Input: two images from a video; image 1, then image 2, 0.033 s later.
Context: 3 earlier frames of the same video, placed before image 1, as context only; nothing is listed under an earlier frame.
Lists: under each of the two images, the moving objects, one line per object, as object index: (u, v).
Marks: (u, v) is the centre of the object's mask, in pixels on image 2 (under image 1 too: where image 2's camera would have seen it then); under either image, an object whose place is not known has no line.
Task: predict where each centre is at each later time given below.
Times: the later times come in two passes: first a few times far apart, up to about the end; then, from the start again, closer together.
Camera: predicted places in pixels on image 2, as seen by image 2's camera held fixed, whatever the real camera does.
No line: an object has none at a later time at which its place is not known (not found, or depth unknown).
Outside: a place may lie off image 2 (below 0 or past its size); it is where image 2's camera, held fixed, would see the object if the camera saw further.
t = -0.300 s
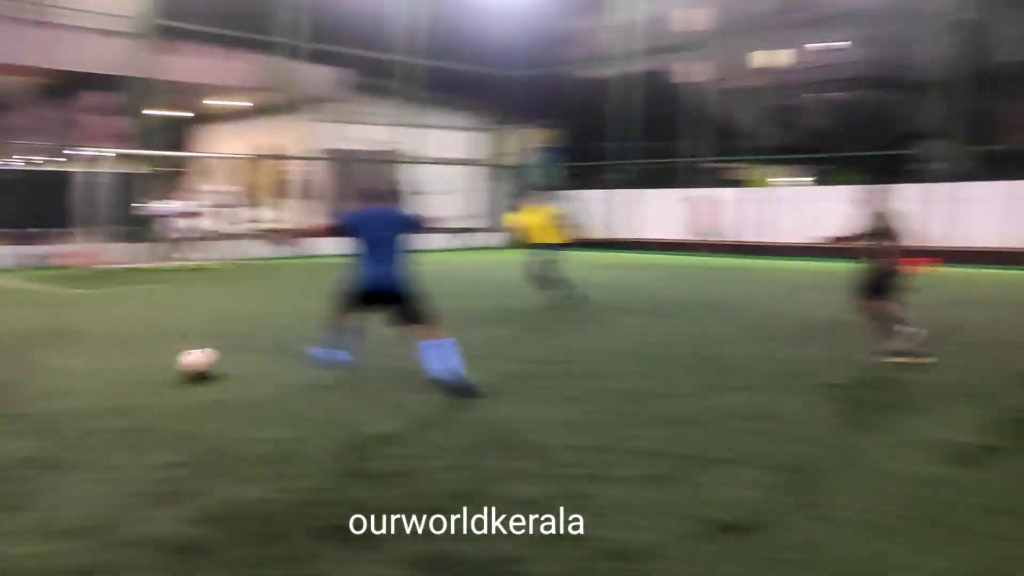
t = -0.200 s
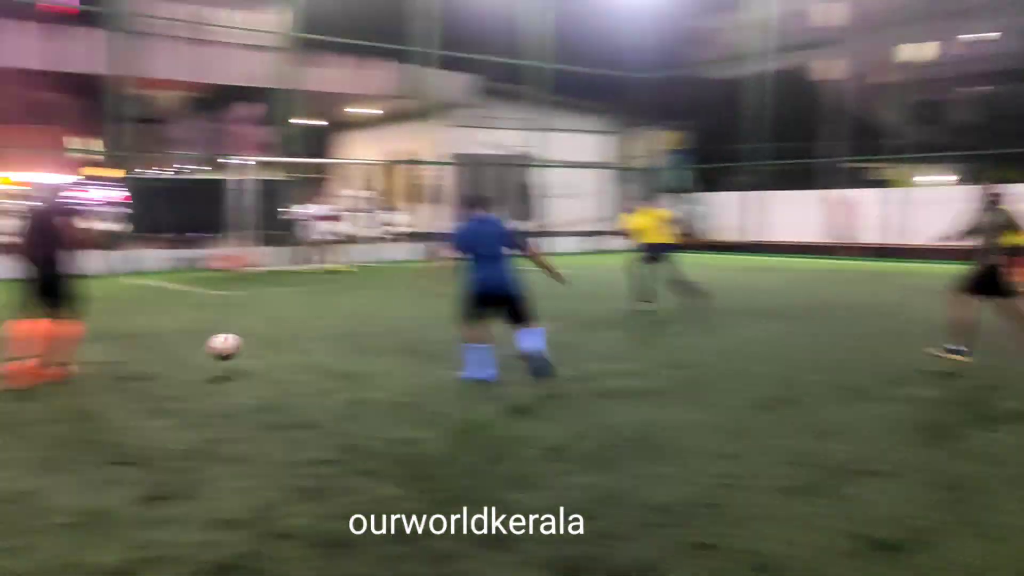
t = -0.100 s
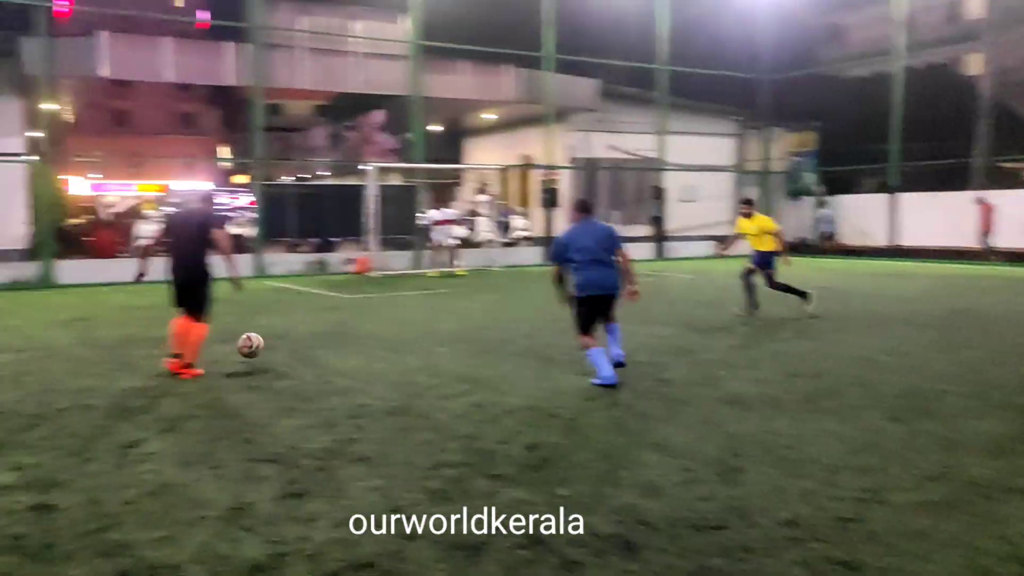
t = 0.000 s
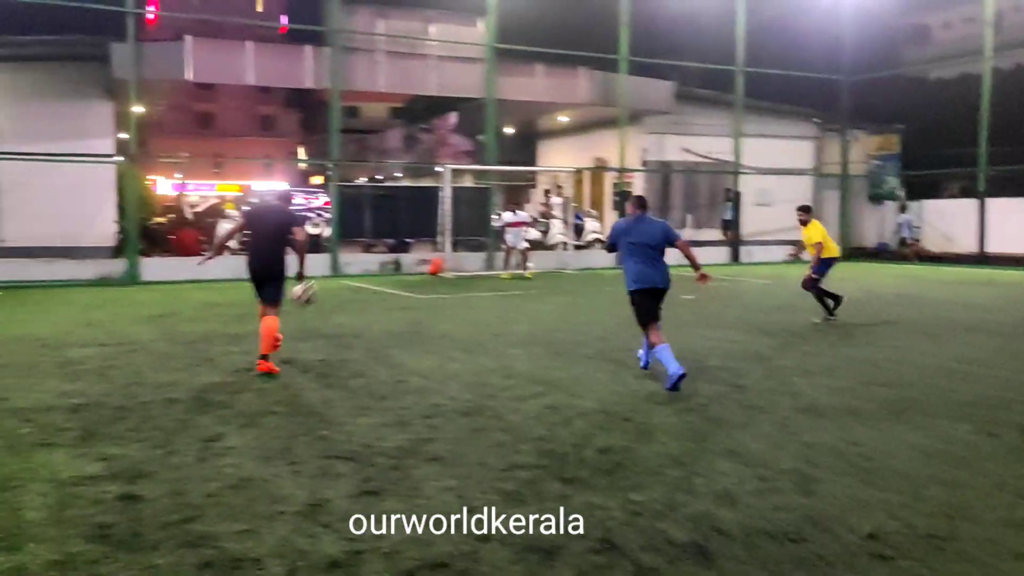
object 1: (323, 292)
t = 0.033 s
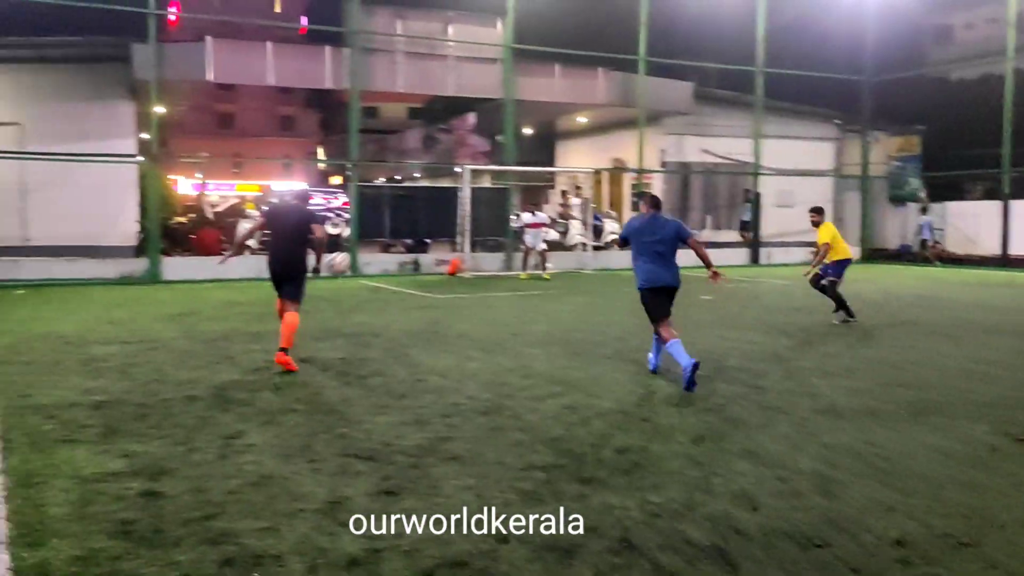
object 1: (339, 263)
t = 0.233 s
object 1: (413, 129)
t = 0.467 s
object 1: (480, 40)
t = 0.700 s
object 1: (536, 5)
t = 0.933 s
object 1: (583, 19)
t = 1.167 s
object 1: (621, 65)
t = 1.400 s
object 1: (654, 138)
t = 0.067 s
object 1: (350, 238)
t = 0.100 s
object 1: (365, 212)
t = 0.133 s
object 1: (377, 189)
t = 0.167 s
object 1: (389, 167)
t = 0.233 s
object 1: (413, 129)
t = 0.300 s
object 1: (433, 98)
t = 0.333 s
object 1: (443, 84)
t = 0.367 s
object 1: (453, 70)
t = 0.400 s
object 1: (462, 59)
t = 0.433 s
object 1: (470, 50)
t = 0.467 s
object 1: (480, 40)
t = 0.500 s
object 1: (489, 31)
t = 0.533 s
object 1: (497, 25)
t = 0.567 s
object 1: (505, 19)
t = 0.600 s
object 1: (513, 14)
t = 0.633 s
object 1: (521, 11)
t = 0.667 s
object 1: (529, 7)
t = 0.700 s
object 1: (536, 5)
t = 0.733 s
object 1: (544, 5)
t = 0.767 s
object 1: (551, 6)
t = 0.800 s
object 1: (558, 7)
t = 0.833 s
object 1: (564, 9)
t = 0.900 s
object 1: (577, 15)
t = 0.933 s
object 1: (583, 19)
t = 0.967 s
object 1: (588, 23)
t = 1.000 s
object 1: (594, 29)
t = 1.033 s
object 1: (600, 35)
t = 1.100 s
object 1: (611, 49)
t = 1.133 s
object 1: (616, 56)
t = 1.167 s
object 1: (621, 65)
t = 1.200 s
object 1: (626, 73)
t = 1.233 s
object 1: (631, 83)
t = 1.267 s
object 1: (636, 92)
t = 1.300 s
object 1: (641, 103)
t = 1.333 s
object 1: (645, 114)
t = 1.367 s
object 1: (650, 126)
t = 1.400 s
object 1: (654, 138)
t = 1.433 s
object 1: (661, 153)
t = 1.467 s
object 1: (665, 164)
